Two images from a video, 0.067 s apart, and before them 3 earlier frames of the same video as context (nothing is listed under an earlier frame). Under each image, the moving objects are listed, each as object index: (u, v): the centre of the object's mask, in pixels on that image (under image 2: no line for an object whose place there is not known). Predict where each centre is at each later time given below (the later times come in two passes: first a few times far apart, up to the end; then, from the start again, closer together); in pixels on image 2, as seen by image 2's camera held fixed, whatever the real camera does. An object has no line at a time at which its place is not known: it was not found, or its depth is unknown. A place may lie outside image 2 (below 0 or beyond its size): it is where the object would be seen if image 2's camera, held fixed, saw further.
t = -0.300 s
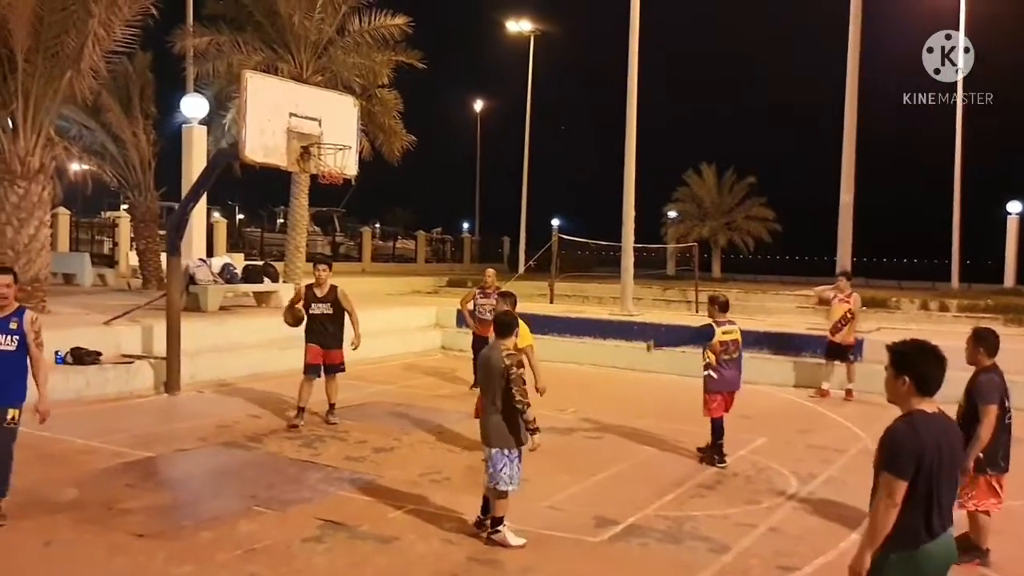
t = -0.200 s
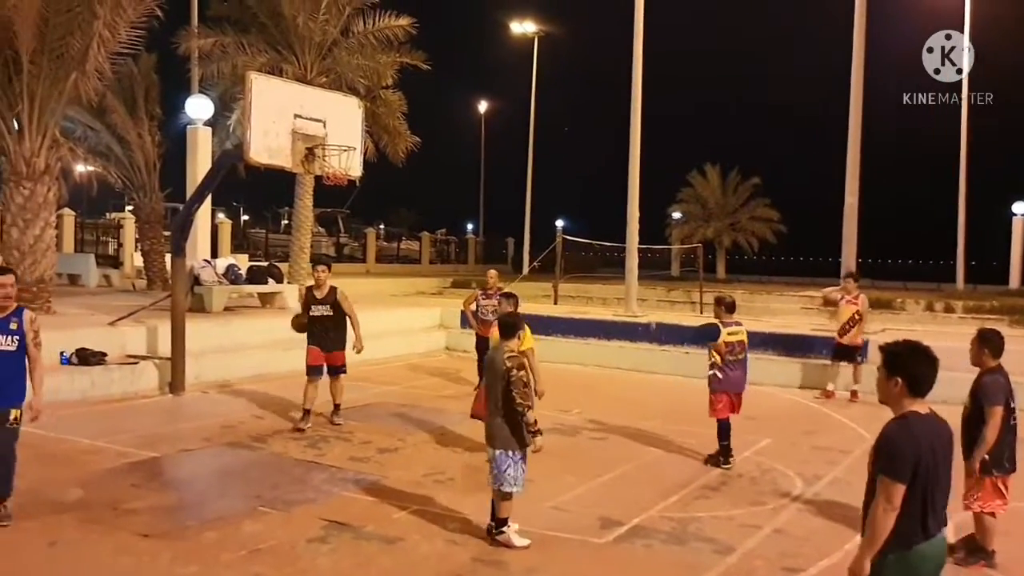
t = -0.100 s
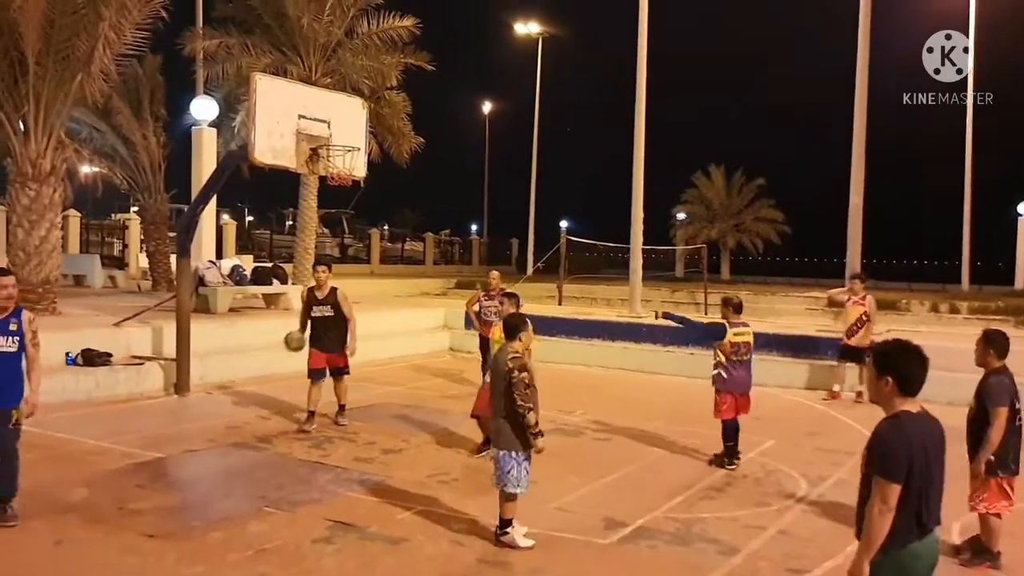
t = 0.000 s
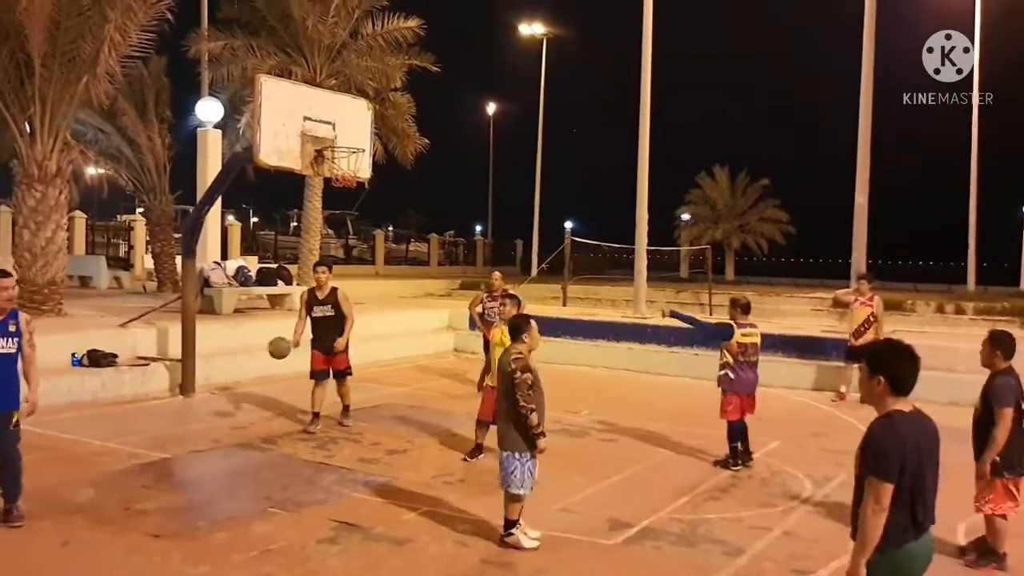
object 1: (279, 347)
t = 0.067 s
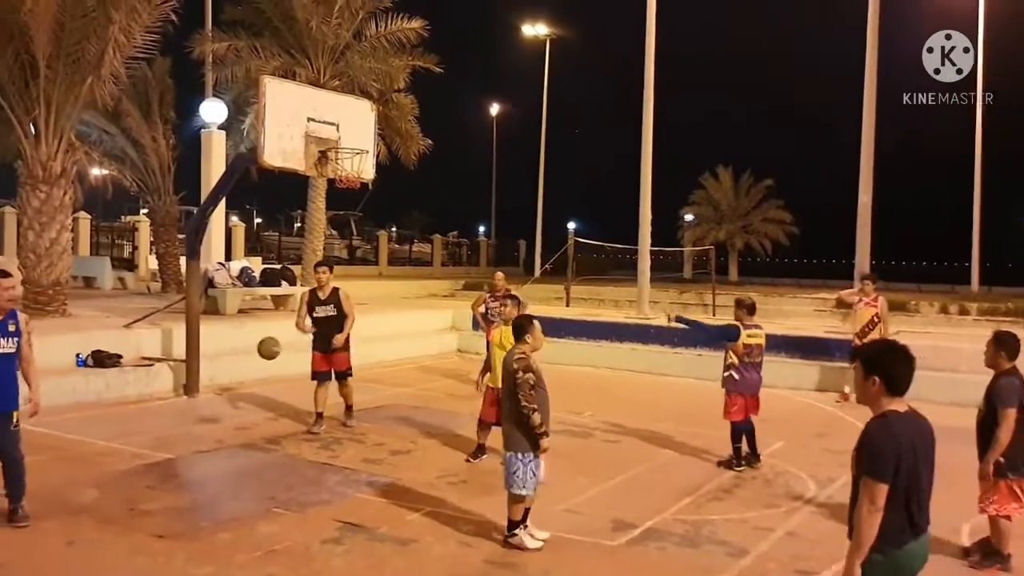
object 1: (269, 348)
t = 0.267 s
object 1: (215, 379)
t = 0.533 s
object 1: (98, 519)
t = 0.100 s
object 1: (260, 349)
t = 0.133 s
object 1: (252, 352)
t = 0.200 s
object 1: (235, 362)
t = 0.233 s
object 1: (226, 369)
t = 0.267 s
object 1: (215, 379)
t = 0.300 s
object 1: (206, 389)
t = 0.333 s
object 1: (192, 402)
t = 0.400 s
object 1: (166, 435)
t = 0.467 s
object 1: (135, 482)
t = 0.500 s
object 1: (113, 508)
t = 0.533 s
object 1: (98, 519)
